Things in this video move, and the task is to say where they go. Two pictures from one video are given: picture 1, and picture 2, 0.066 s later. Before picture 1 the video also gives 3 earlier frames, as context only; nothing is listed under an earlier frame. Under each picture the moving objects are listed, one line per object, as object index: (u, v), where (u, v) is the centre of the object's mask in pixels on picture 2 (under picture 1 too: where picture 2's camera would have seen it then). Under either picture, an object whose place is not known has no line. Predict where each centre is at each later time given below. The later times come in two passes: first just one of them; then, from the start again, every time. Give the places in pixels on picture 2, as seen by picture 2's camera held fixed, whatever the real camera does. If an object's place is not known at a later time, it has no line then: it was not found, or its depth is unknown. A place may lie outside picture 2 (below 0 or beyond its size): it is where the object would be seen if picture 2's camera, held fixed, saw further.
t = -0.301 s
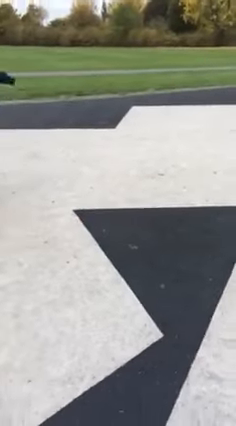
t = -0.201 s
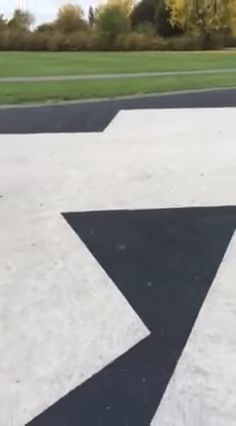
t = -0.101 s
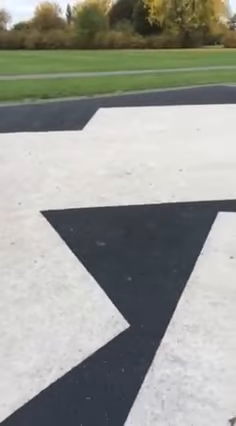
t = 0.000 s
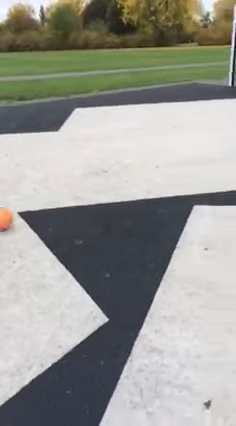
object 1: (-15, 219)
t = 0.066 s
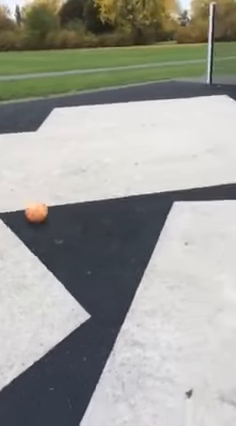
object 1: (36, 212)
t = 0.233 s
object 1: (148, 195)
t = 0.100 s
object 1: (62, 208)
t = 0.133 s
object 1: (85, 203)
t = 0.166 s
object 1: (105, 200)
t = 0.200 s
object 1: (128, 197)
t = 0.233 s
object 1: (148, 195)
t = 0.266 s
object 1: (167, 192)
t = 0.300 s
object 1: (182, 188)
